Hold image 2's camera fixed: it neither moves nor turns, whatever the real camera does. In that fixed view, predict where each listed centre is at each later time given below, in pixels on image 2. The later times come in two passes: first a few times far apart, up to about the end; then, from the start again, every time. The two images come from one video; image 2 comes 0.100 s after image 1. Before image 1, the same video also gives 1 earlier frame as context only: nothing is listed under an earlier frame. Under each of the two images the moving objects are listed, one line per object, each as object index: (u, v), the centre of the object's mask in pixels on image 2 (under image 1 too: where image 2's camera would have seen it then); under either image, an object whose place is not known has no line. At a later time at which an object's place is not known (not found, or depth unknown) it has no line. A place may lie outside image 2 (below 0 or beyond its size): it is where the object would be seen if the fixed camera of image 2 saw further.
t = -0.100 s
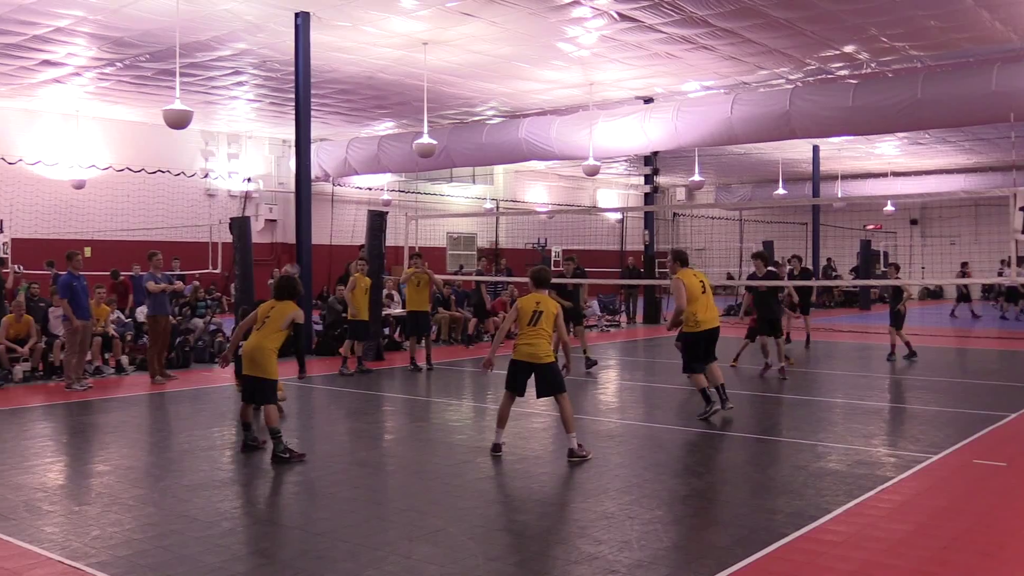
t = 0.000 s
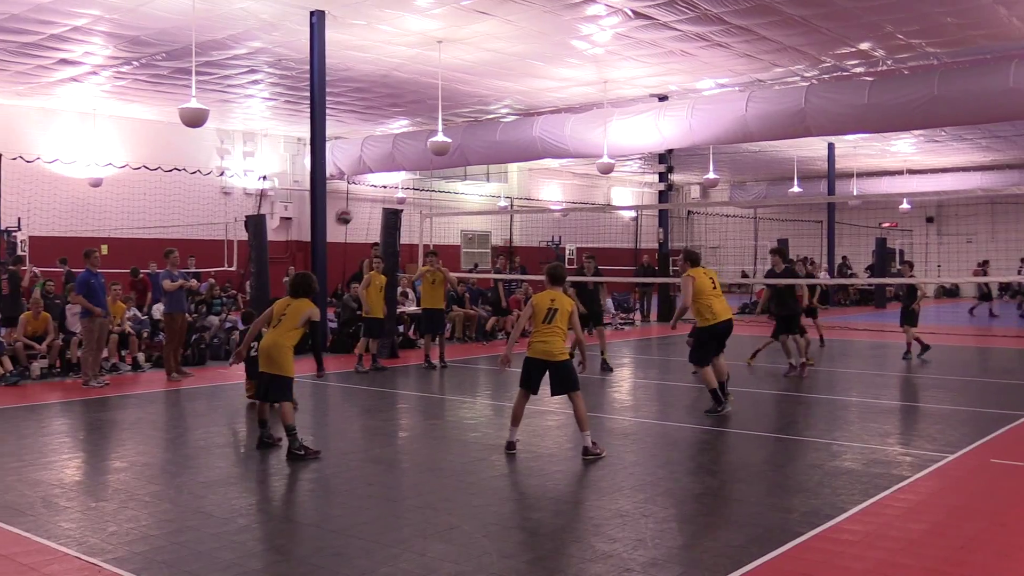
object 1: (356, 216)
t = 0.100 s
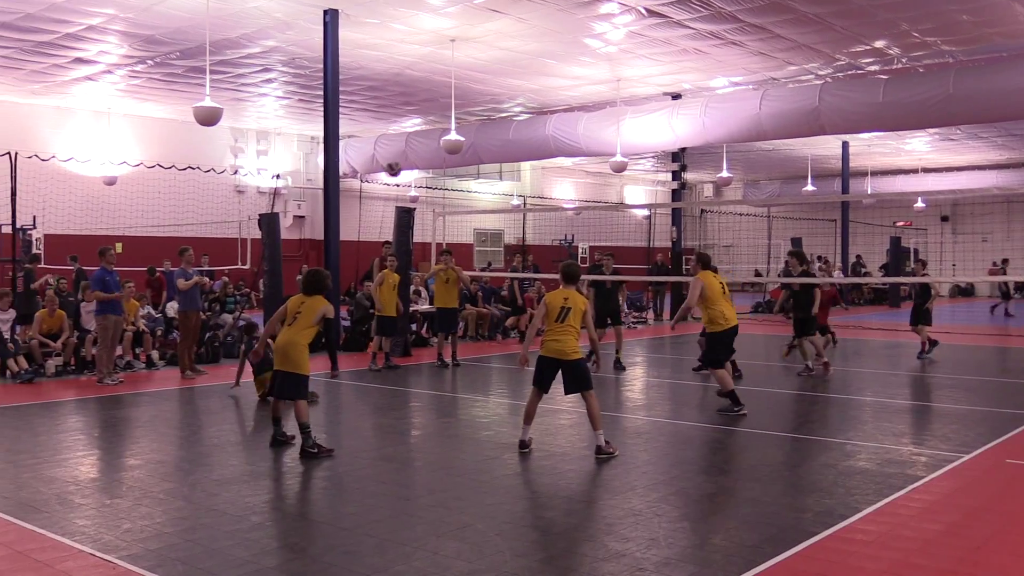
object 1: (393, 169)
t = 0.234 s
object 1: (441, 124)
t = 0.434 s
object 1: (509, 81)
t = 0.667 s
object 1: (583, 71)
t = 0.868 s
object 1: (644, 95)
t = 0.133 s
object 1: (405, 157)
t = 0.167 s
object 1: (417, 145)
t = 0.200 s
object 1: (429, 134)
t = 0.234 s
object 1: (441, 124)
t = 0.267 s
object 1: (453, 114)
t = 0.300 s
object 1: (464, 106)
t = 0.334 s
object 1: (475, 99)
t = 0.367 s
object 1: (486, 92)
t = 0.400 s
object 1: (498, 86)
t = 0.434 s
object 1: (509, 81)
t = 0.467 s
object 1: (520, 77)
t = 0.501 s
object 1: (530, 74)
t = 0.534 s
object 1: (541, 72)
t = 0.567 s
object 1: (552, 70)
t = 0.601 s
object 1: (562, 70)
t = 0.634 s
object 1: (573, 70)
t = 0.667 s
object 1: (583, 71)
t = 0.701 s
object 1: (593, 73)
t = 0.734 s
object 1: (604, 76)
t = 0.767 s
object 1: (614, 79)
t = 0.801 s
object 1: (624, 83)
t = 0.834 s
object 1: (634, 89)
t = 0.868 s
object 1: (644, 95)
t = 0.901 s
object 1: (654, 101)
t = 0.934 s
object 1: (664, 108)
